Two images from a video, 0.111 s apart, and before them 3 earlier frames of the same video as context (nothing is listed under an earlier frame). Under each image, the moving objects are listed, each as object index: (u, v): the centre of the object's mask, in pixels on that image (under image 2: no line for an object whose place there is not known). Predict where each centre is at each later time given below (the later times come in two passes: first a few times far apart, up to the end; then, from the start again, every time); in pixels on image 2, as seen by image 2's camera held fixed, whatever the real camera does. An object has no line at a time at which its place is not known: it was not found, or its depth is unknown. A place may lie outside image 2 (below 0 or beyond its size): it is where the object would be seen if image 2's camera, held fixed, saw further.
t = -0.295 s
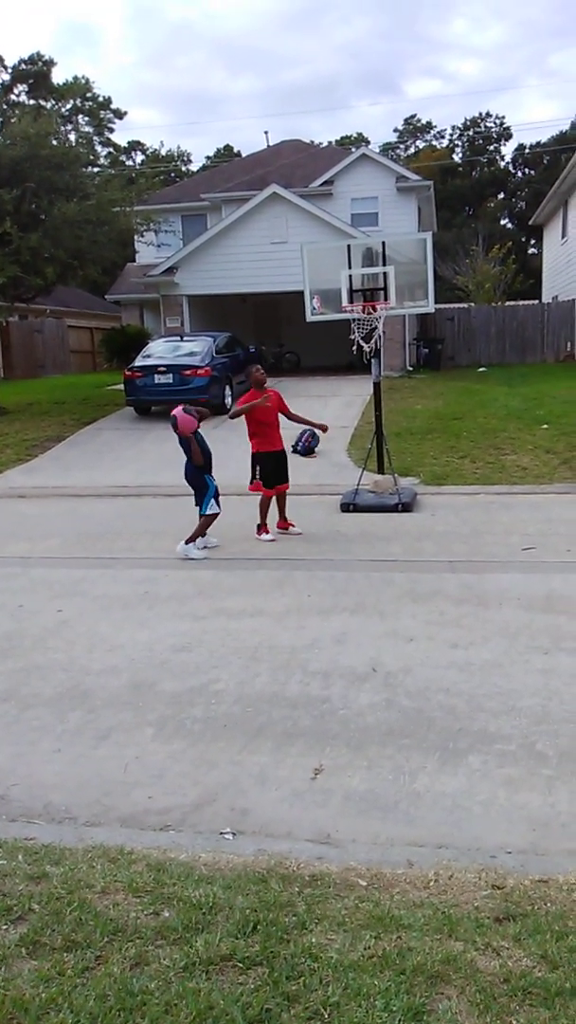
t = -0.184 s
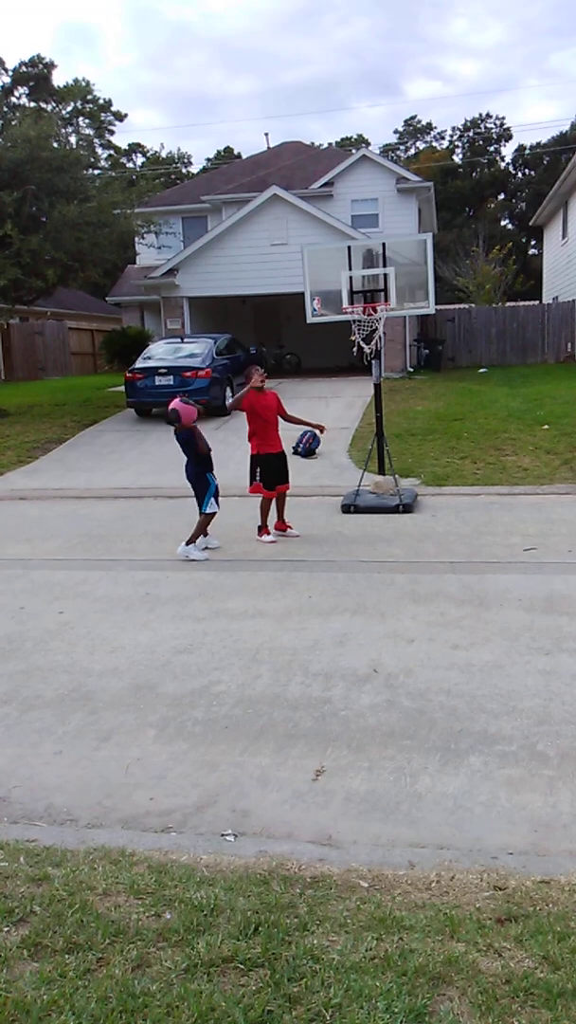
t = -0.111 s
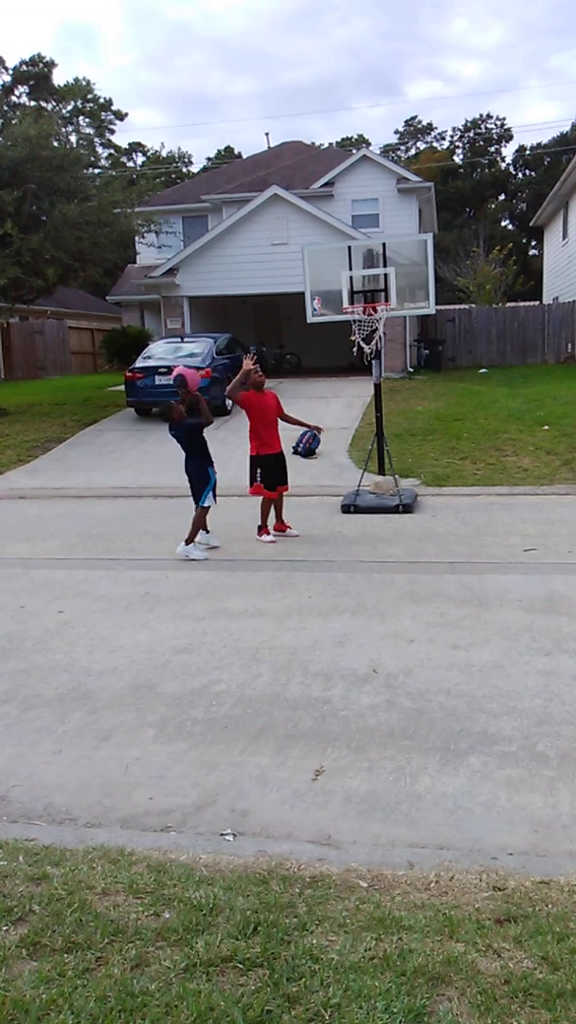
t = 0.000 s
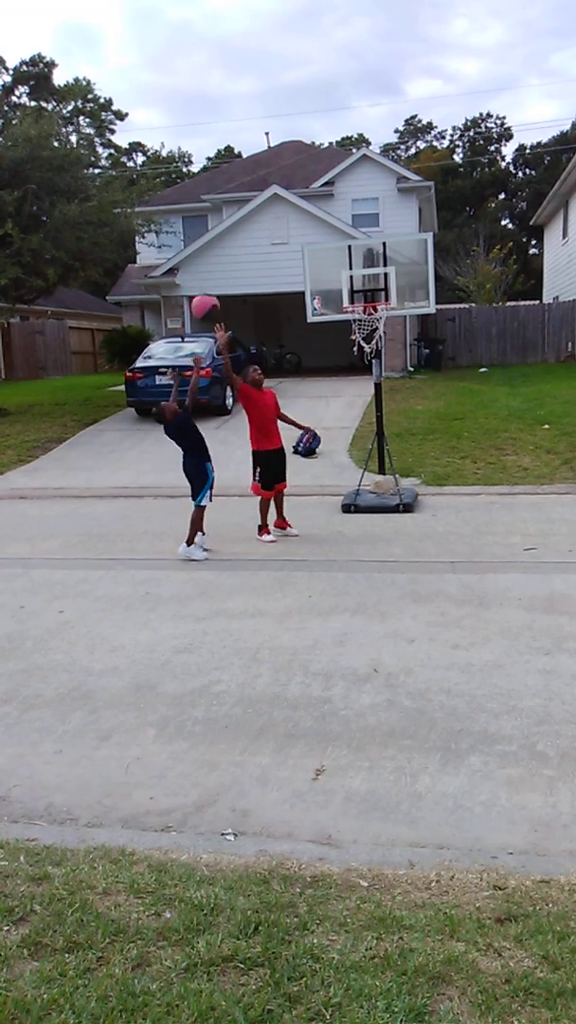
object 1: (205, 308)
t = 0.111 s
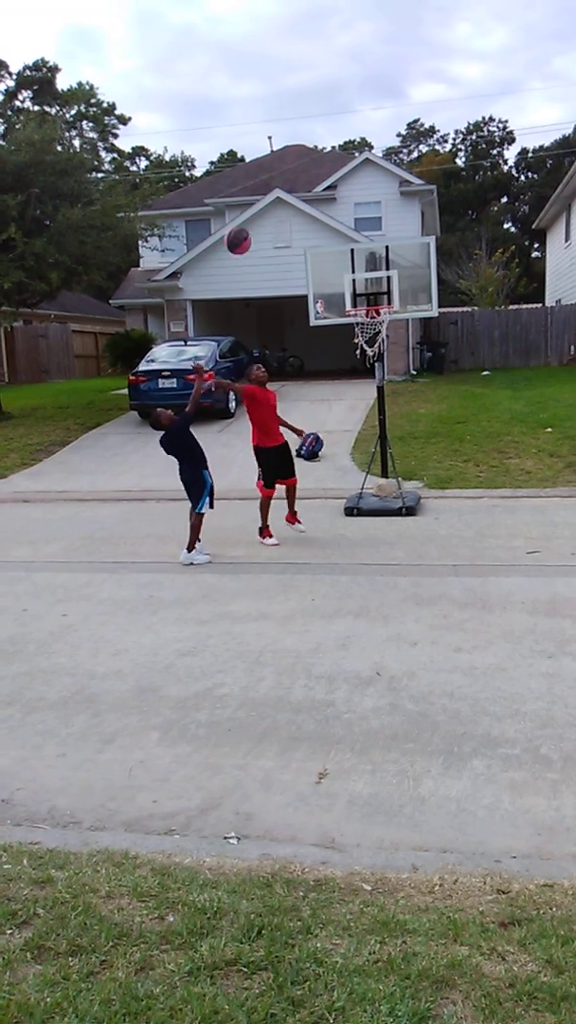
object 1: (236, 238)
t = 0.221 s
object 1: (258, 206)
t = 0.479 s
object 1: (303, 187)
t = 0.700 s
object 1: (337, 225)
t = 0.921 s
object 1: (365, 290)
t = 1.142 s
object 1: (383, 356)
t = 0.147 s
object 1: (244, 226)
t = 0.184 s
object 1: (251, 216)
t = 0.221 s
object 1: (258, 206)
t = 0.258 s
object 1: (265, 196)
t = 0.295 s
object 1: (271, 191)
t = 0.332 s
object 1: (277, 188)
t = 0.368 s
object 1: (284, 186)
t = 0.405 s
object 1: (291, 185)
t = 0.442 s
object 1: (297, 185)
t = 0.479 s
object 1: (303, 187)
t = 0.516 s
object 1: (311, 192)
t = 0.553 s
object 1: (315, 194)
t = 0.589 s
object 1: (321, 200)
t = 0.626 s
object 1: (326, 207)
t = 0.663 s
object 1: (332, 215)
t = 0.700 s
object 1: (337, 225)
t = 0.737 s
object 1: (342, 236)
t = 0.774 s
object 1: (347, 247)
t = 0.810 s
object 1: (352, 257)
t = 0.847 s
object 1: (356, 267)
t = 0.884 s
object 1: (360, 278)
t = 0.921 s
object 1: (365, 290)
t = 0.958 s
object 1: (367, 296)
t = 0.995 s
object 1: (373, 316)
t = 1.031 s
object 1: (376, 332)
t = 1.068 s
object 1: (379, 344)
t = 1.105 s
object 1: (381, 349)
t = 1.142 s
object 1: (383, 356)
